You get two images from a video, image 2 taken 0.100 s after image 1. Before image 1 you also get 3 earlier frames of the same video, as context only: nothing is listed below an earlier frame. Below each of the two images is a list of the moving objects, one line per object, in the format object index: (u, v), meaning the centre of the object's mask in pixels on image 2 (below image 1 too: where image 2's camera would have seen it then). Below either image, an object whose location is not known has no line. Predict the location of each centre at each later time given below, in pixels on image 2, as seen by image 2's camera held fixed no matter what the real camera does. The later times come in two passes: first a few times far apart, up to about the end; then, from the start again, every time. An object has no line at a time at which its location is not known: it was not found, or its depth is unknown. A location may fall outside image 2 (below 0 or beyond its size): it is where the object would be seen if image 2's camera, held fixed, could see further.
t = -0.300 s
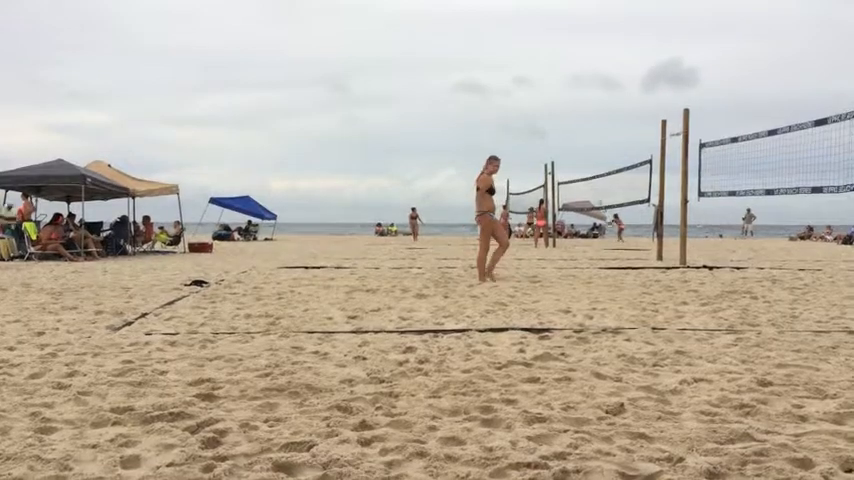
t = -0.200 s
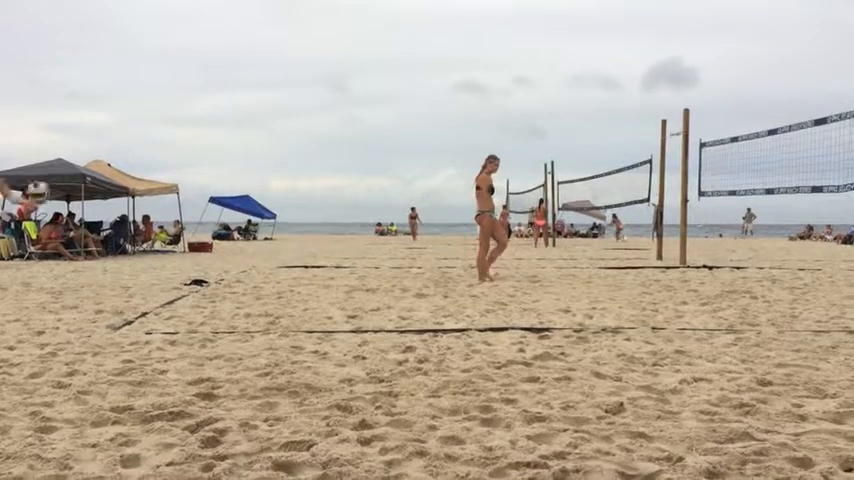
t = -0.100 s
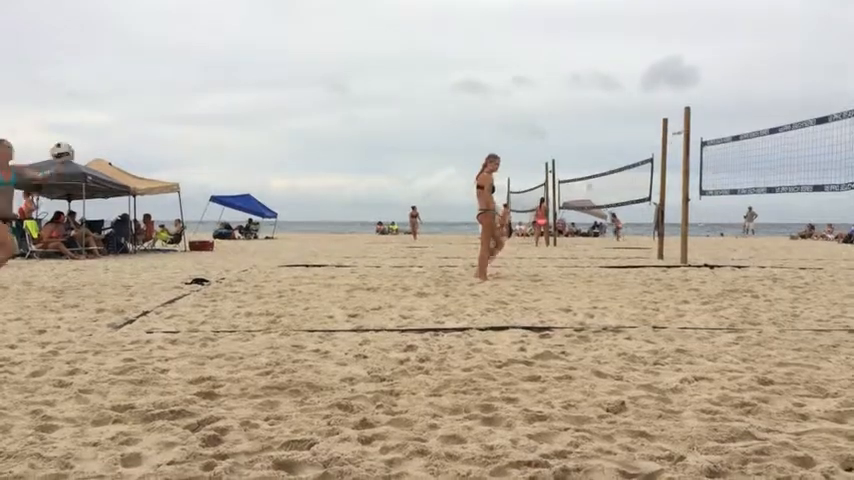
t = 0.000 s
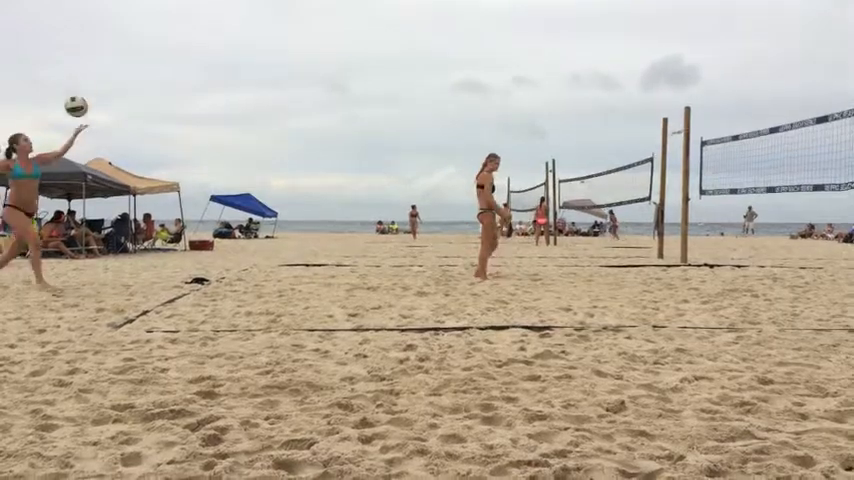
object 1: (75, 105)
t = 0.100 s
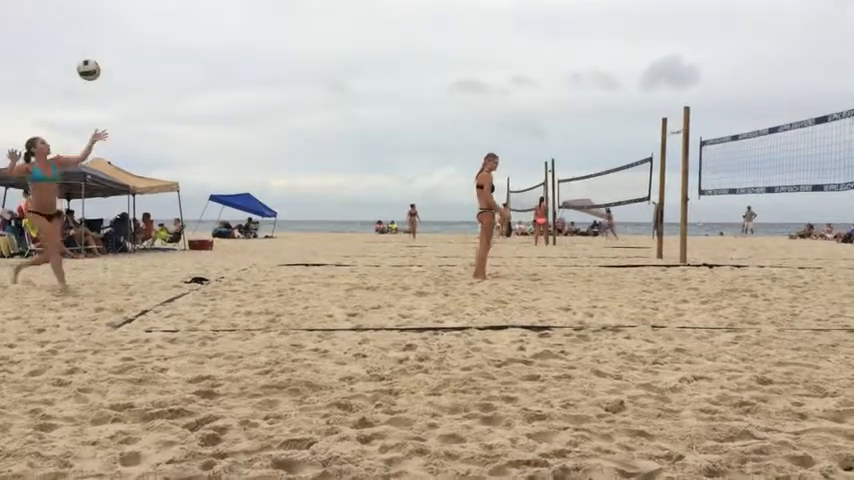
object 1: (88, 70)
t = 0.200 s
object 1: (102, 44)
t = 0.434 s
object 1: (131, 20)
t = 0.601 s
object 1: (153, 37)
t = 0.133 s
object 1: (93, 60)
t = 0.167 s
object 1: (97, 51)
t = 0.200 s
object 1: (102, 44)
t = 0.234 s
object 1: (106, 37)
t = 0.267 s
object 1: (110, 32)
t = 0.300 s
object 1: (114, 27)
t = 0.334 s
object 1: (119, 24)
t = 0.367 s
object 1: (123, 22)
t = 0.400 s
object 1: (127, 20)
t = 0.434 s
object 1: (131, 20)
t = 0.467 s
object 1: (136, 21)
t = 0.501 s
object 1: (140, 23)
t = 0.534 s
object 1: (144, 27)
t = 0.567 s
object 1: (149, 32)
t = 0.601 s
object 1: (153, 37)
